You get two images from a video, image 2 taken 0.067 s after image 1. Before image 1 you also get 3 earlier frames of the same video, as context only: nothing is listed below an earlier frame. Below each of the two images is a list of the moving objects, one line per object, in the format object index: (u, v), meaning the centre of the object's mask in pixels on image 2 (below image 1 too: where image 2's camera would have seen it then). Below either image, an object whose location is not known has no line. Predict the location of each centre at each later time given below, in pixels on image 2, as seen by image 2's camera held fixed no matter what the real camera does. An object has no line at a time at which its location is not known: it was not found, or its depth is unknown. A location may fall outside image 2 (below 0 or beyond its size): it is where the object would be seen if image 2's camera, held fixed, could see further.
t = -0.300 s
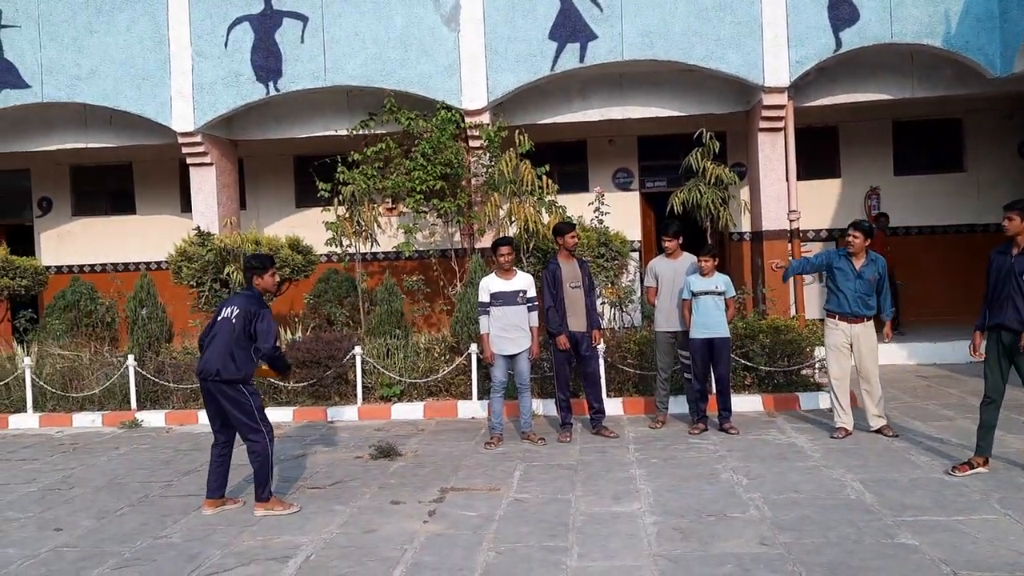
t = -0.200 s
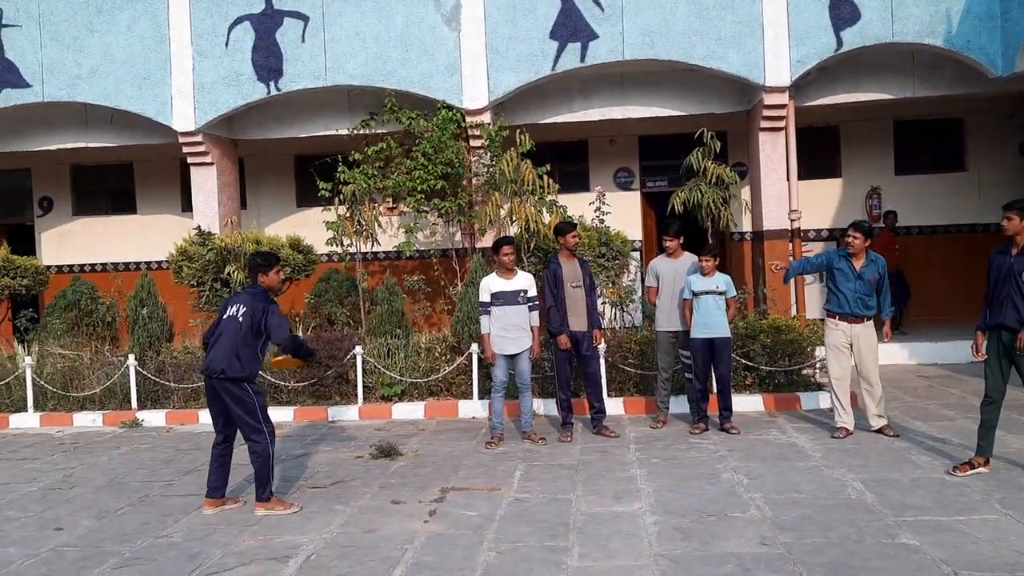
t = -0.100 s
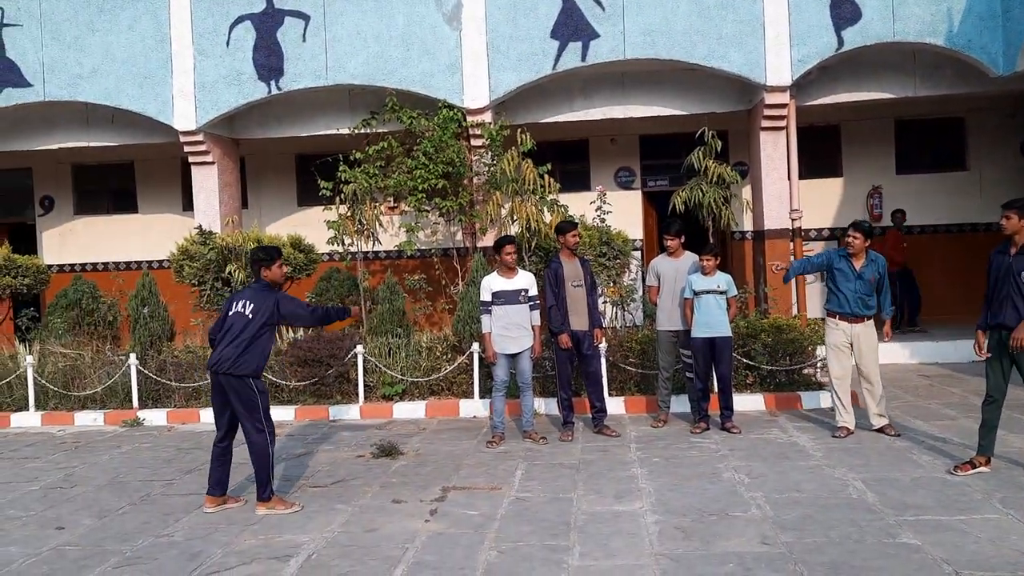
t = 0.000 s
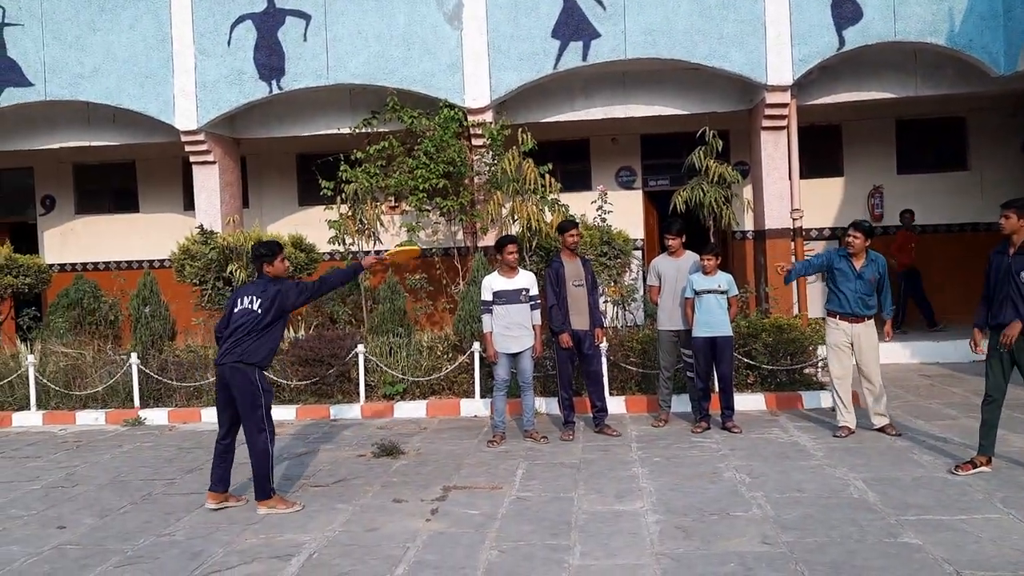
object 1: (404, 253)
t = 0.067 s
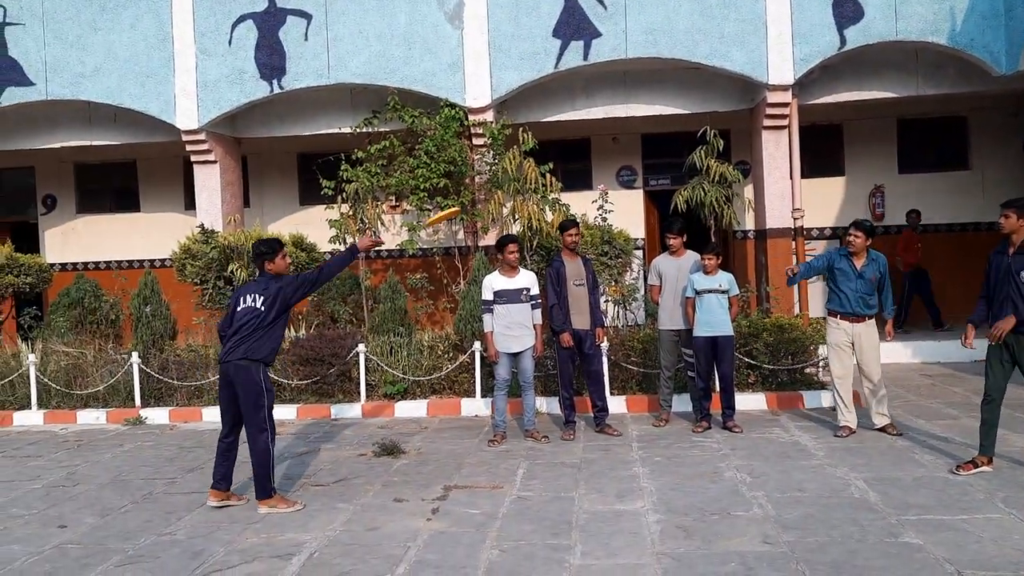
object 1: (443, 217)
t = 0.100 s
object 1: (463, 201)
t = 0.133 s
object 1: (481, 188)
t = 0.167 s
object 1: (502, 175)
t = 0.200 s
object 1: (525, 163)
